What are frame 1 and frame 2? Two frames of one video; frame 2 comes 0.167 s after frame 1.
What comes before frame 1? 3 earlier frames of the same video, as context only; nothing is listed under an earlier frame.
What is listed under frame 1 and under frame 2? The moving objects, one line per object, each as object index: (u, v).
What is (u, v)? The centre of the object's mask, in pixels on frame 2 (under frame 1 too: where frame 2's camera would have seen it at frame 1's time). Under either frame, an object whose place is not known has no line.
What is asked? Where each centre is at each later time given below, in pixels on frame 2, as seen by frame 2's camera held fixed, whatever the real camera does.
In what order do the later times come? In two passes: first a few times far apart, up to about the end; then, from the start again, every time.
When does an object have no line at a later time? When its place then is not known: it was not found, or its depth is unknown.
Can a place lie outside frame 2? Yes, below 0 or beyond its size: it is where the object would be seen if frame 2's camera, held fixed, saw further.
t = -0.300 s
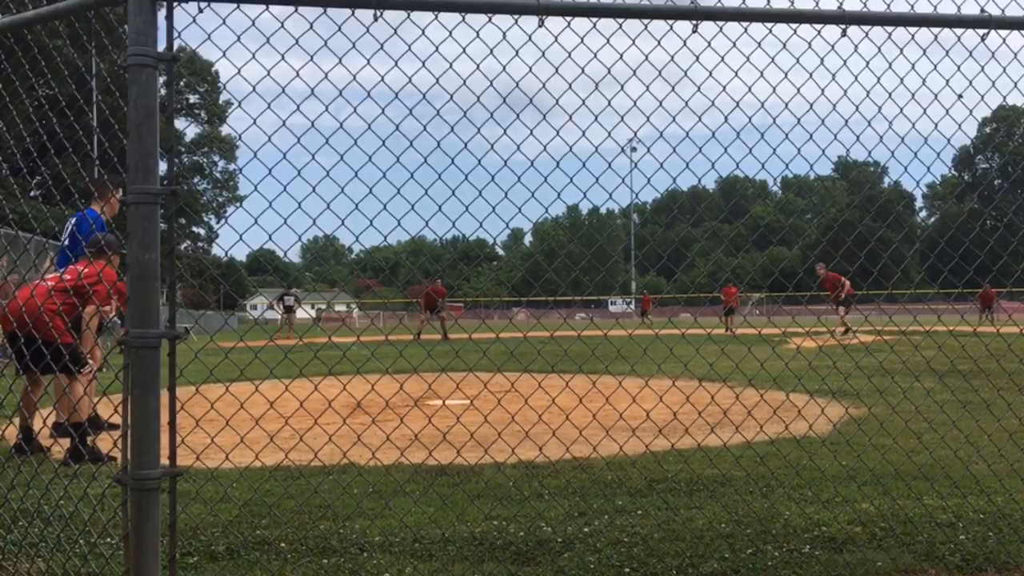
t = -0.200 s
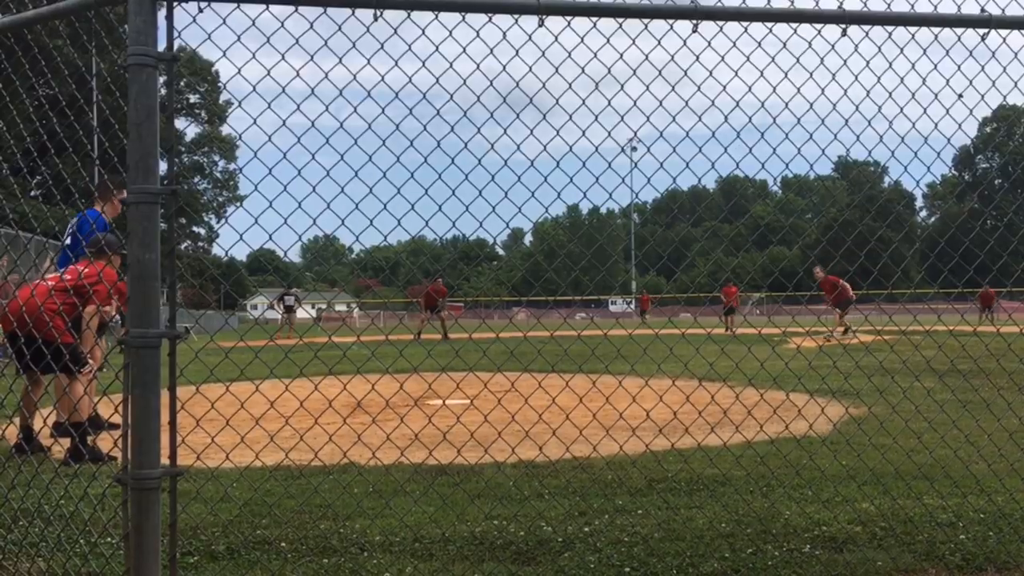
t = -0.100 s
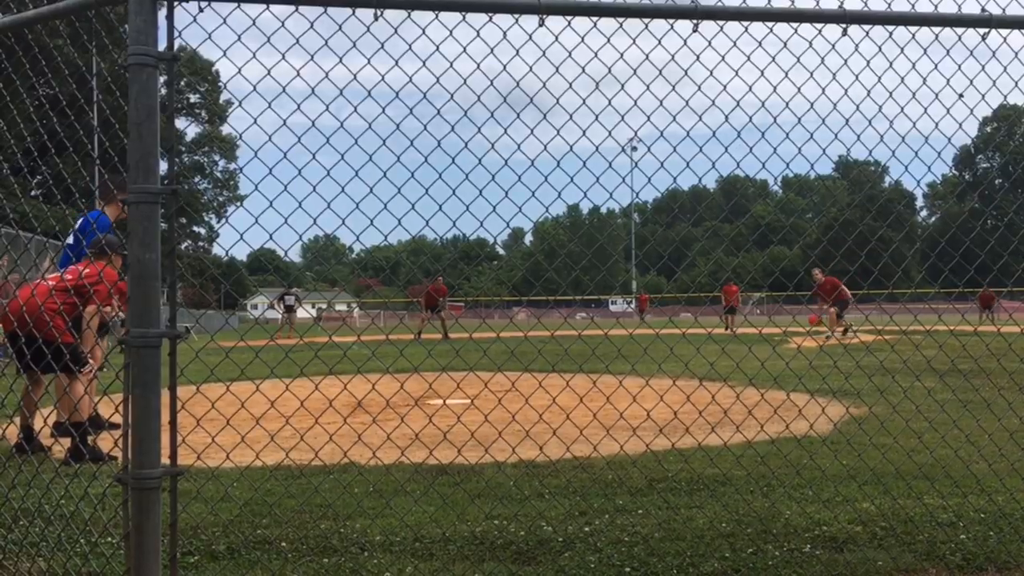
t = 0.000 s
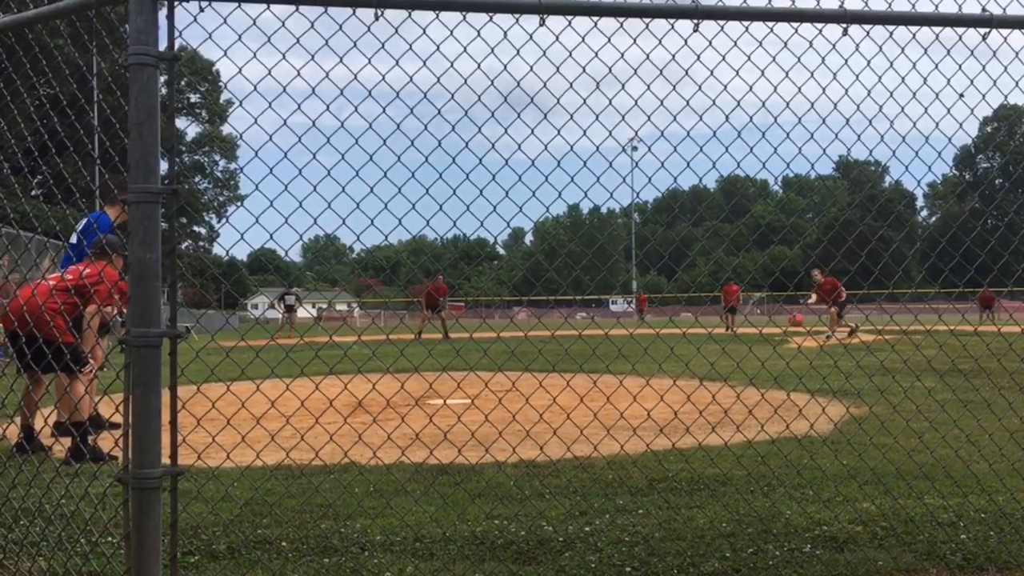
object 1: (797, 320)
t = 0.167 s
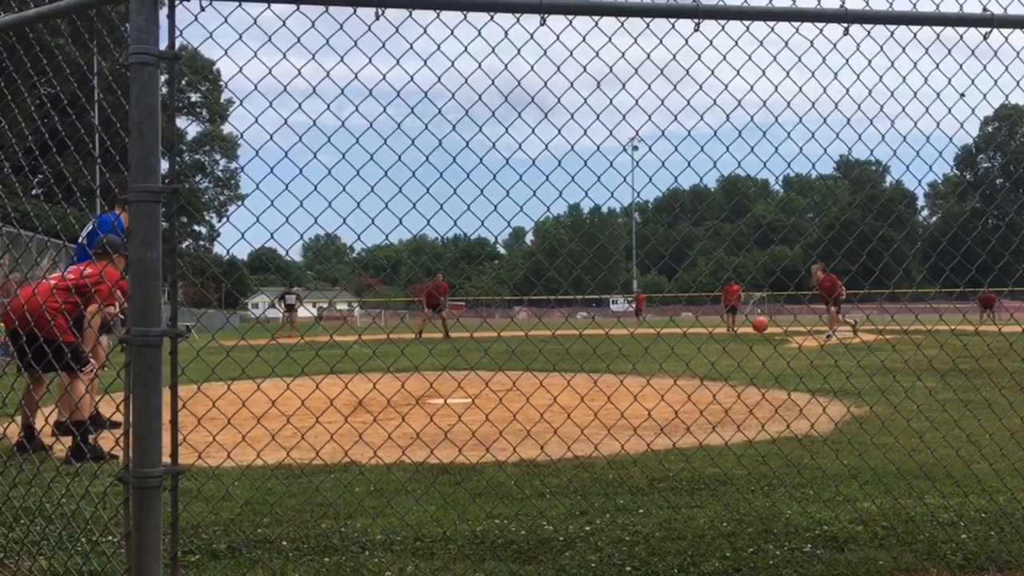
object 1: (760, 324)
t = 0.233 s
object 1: (744, 333)
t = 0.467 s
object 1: (696, 328)
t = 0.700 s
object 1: (652, 326)
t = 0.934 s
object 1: (598, 367)
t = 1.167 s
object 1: (527, 346)
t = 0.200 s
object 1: (752, 328)
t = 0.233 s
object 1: (744, 333)
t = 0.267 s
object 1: (735, 339)
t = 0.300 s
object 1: (727, 344)
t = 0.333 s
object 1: (719, 346)
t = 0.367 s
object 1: (714, 342)
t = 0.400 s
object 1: (708, 337)
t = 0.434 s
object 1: (702, 332)
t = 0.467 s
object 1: (696, 328)
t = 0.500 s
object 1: (690, 325)
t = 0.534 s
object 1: (685, 322)
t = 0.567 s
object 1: (679, 322)
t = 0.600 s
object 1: (672, 322)
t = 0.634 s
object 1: (665, 322)
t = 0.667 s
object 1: (658, 323)
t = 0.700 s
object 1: (652, 326)
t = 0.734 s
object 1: (645, 330)
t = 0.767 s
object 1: (637, 334)
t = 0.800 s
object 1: (630, 341)
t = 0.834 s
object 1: (623, 347)
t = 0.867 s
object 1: (615, 355)
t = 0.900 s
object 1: (607, 365)
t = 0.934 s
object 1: (598, 367)
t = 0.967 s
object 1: (590, 361)
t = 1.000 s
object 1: (580, 356)
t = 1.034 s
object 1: (570, 352)
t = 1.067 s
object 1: (559, 349)
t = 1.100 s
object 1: (549, 347)
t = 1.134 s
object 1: (538, 346)
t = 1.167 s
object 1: (527, 346)
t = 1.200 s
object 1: (515, 347)
